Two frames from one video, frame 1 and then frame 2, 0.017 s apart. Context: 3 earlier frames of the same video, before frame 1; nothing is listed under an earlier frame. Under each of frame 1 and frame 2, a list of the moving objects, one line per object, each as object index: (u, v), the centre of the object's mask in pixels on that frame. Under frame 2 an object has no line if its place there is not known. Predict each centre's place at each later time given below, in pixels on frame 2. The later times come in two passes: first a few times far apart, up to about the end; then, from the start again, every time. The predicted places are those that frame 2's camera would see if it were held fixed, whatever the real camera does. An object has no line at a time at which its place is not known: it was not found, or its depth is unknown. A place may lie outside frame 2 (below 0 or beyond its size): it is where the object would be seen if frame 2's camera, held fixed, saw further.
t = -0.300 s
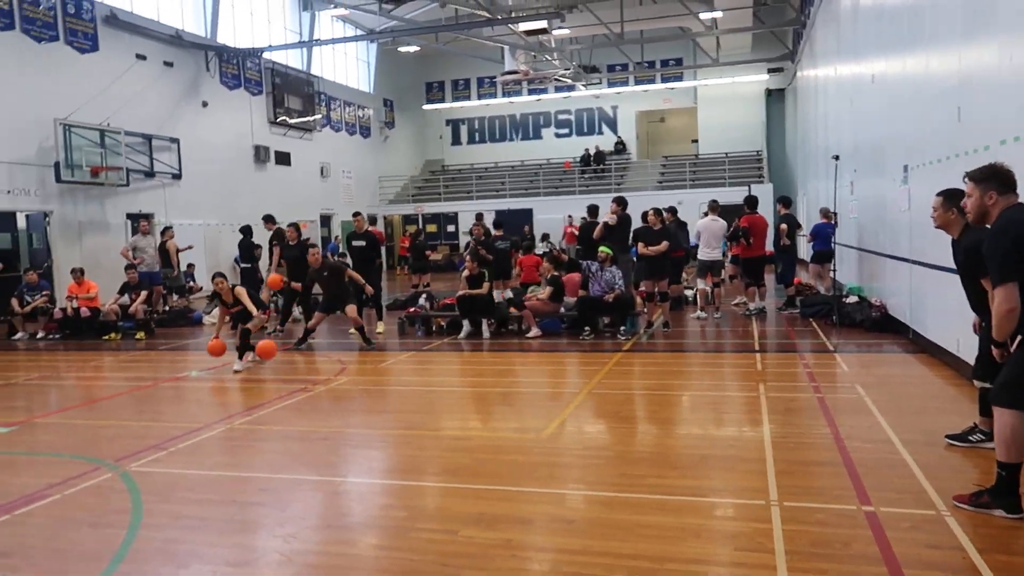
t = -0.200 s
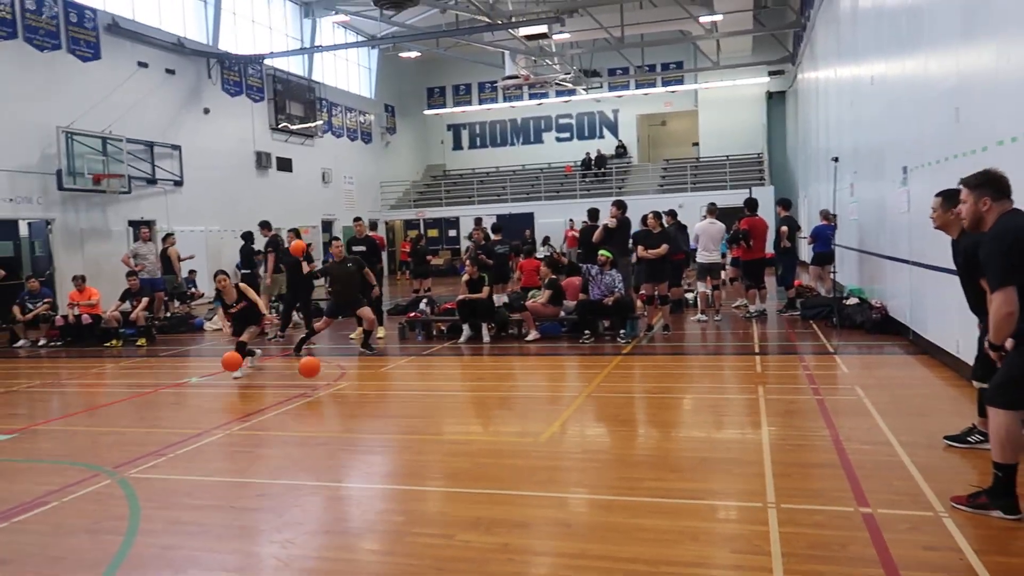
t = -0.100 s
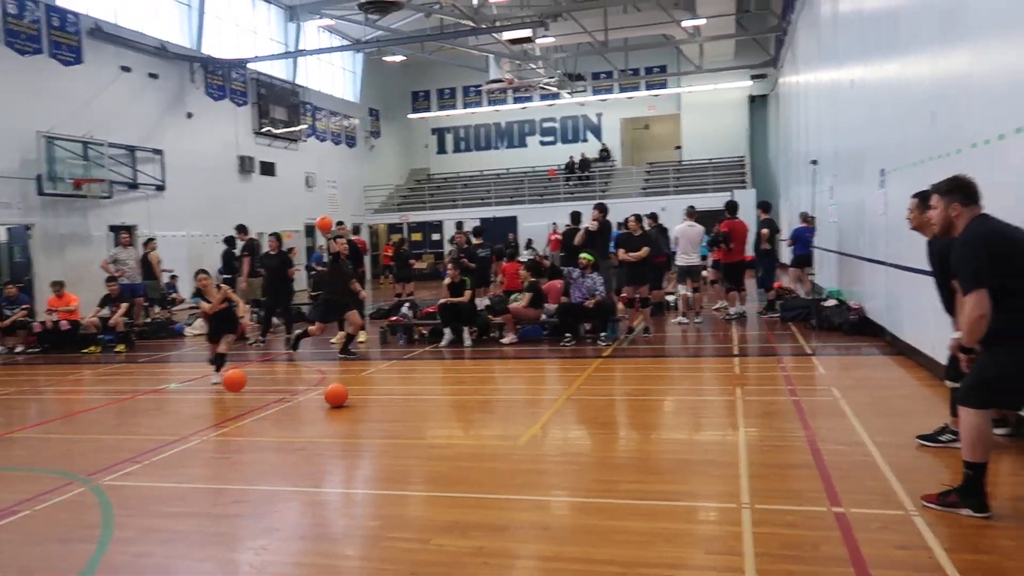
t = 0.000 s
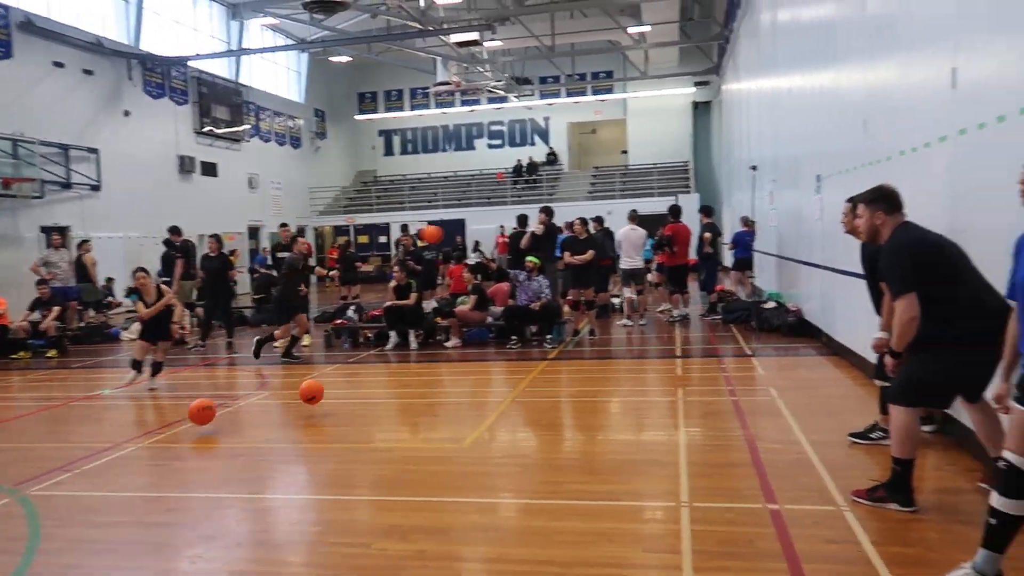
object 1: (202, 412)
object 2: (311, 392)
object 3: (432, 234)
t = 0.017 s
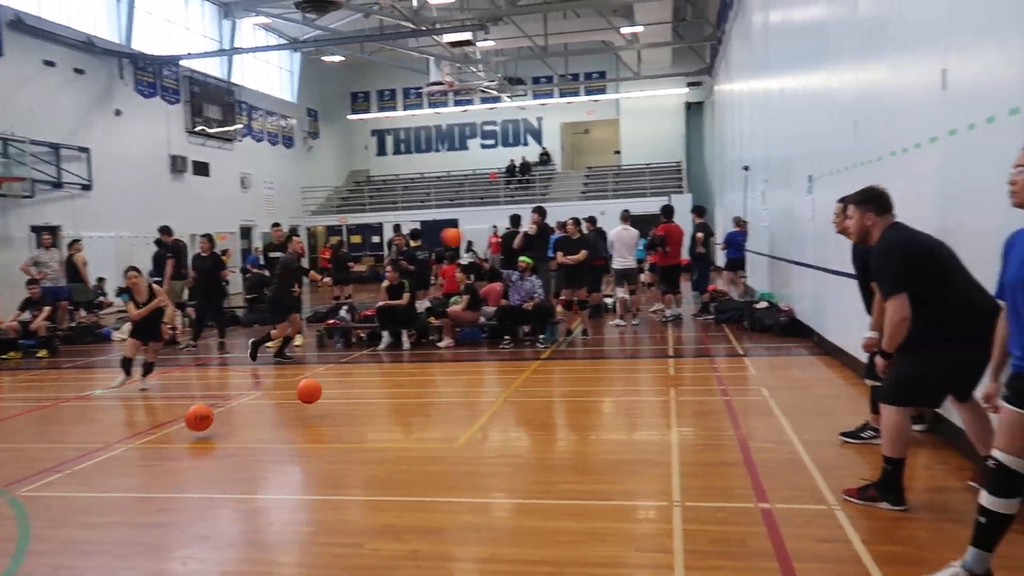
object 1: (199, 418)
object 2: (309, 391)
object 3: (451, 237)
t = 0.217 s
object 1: (255, 444)
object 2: (381, 405)
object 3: (808, 281)
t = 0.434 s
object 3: (634, 334)
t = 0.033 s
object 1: (204, 423)
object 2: (315, 390)
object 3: (481, 239)
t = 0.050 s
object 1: (210, 431)
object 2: (320, 390)
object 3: (511, 243)
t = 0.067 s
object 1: (214, 432)
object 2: (326, 390)
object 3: (539, 246)
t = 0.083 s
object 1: (218, 432)
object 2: (332, 391)
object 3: (569, 248)
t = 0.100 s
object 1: (222, 432)
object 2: (337, 391)
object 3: (597, 253)
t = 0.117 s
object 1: (226, 432)
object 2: (343, 392)
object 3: (628, 256)
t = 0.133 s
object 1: (231, 433)
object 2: (349, 393)
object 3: (657, 261)
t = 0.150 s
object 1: (235, 435)
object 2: (355, 395)
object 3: (687, 264)
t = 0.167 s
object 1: (240, 436)
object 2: (362, 397)
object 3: (715, 268)
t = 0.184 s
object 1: (245, 438)
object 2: (368, 399)
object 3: (746, 272)
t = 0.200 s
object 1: (250, 441)
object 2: (374, 402)
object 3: (777, 276)
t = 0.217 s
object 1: (255, 444)
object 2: (381, 405)
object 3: (808, 281)
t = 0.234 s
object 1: (261, 448)
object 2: (388, 409)
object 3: (821, 285)
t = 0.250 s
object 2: (394, 413)
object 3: (804, 287)
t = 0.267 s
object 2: (401, 416)
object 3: (786, 291)
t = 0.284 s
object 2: (407, 414)
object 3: (771, 294)
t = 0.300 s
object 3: (754, 297)
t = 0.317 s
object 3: (738, 301)
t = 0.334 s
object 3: (723, 305)
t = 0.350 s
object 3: (707, 309)
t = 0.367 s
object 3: (692, 313)
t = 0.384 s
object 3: (677, 318)
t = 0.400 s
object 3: (662, 323)
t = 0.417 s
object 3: (649, 329)
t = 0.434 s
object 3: (634, 334)
